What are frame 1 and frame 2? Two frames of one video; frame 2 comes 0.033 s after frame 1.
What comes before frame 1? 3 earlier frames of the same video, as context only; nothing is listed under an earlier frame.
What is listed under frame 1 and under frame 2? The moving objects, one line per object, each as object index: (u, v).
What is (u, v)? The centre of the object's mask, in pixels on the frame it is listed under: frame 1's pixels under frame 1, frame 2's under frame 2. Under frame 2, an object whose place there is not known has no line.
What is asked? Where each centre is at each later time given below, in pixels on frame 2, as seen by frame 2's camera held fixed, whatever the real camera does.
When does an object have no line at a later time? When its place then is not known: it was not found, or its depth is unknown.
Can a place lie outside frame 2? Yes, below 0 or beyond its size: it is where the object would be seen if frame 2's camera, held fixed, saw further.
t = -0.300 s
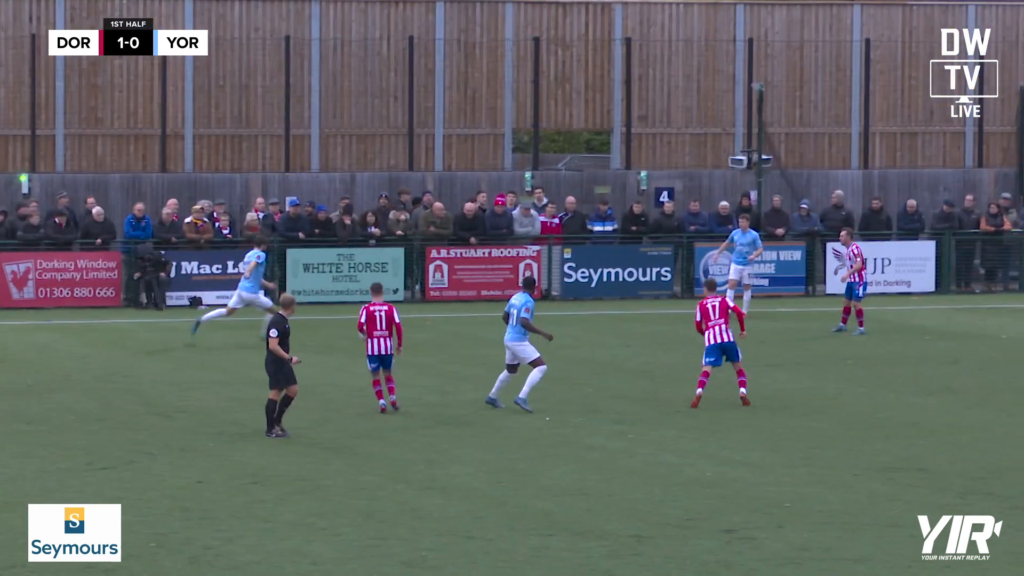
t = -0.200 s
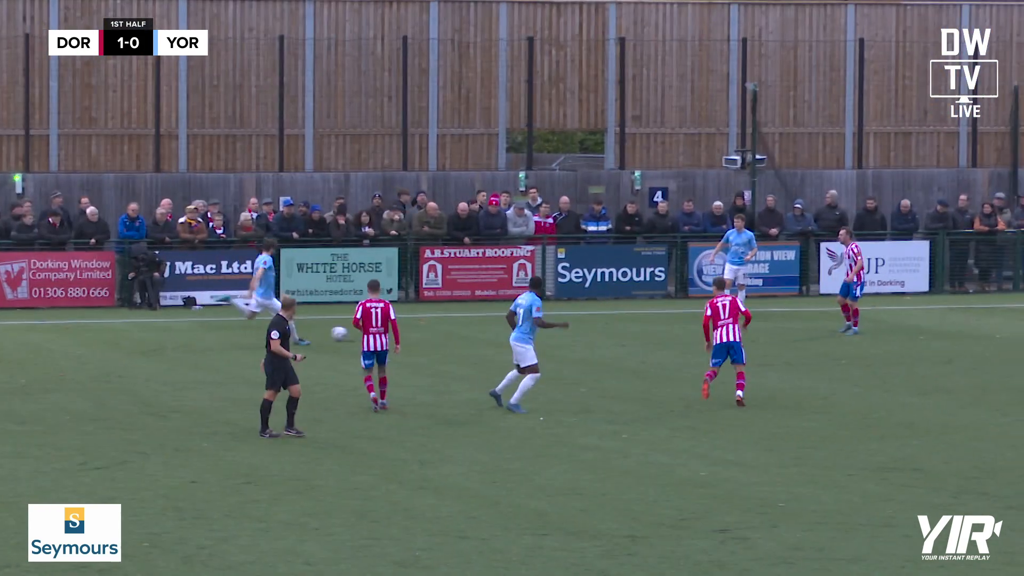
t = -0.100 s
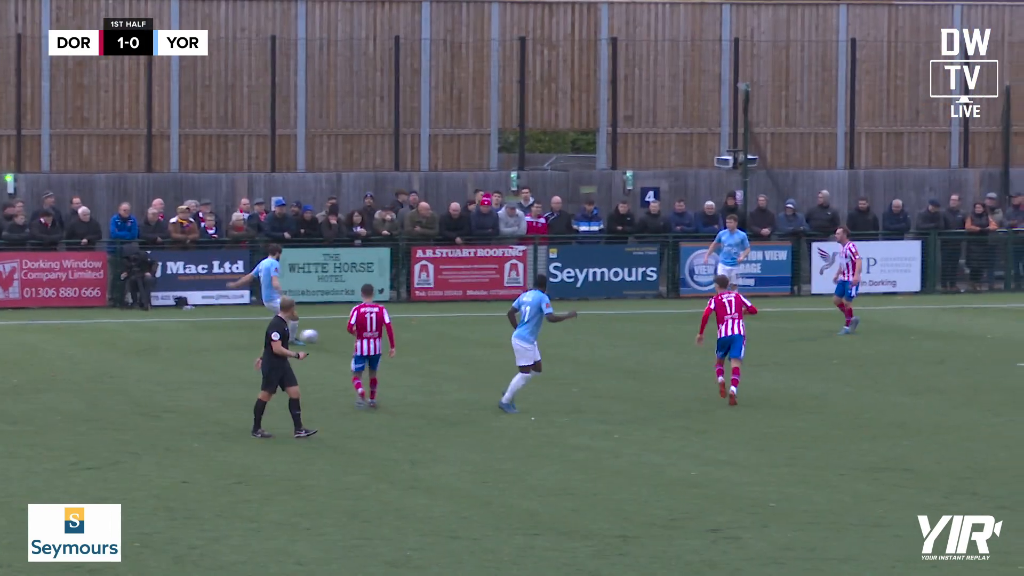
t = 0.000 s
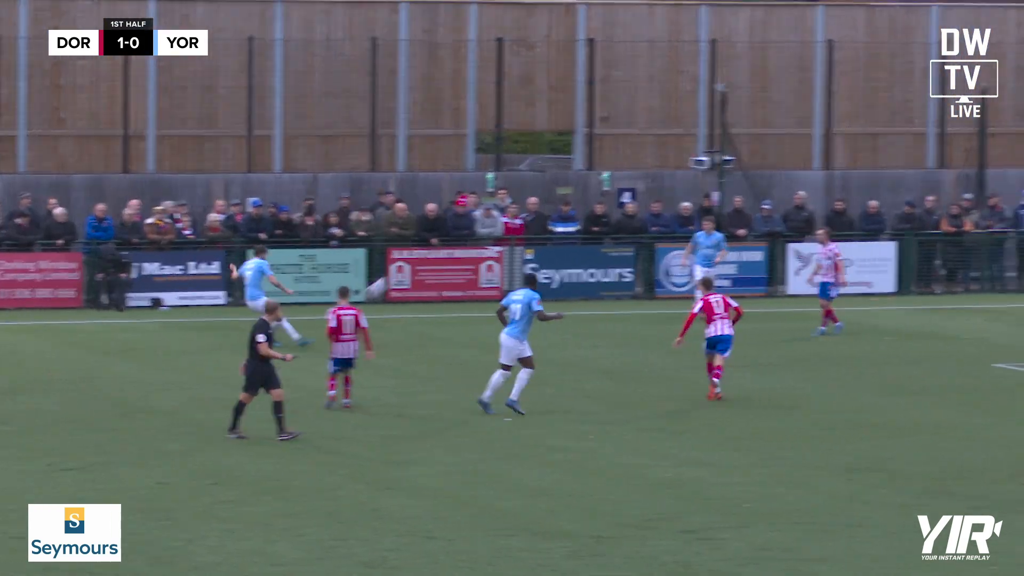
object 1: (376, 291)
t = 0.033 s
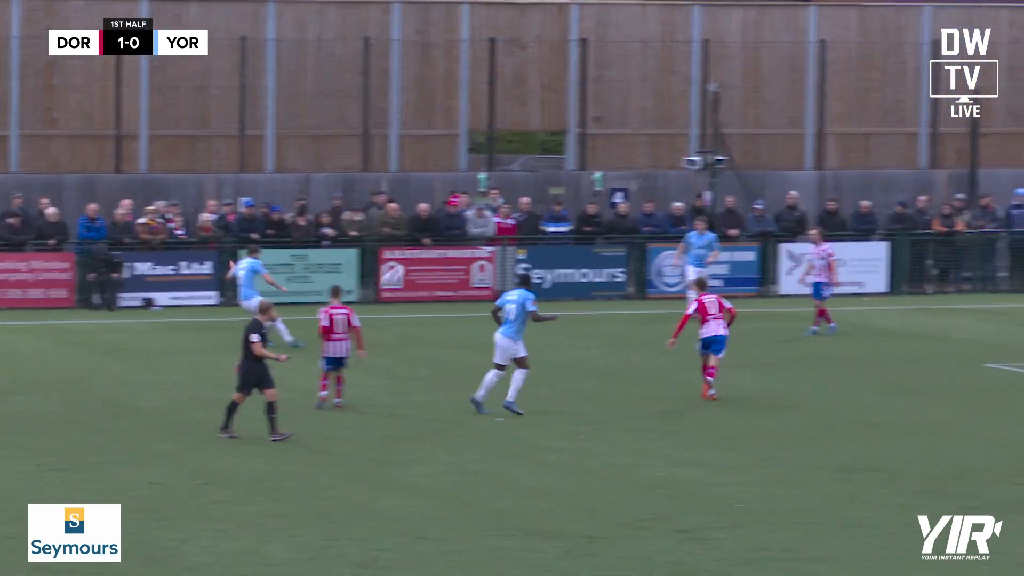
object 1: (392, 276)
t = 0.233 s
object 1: (623, 173)
